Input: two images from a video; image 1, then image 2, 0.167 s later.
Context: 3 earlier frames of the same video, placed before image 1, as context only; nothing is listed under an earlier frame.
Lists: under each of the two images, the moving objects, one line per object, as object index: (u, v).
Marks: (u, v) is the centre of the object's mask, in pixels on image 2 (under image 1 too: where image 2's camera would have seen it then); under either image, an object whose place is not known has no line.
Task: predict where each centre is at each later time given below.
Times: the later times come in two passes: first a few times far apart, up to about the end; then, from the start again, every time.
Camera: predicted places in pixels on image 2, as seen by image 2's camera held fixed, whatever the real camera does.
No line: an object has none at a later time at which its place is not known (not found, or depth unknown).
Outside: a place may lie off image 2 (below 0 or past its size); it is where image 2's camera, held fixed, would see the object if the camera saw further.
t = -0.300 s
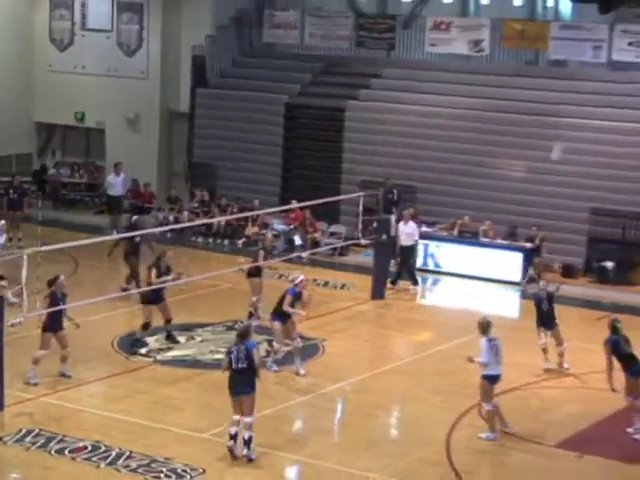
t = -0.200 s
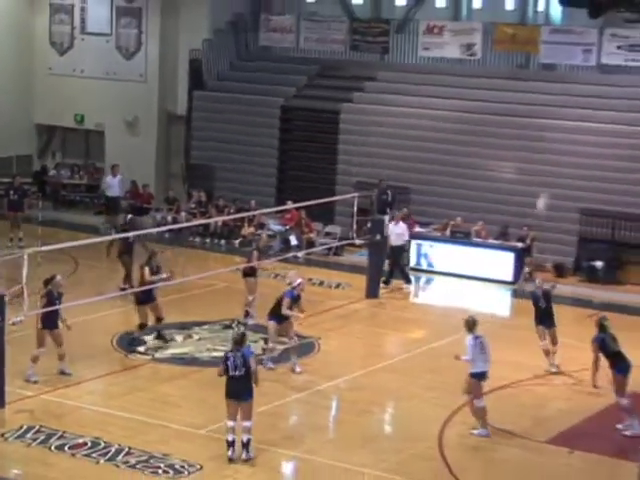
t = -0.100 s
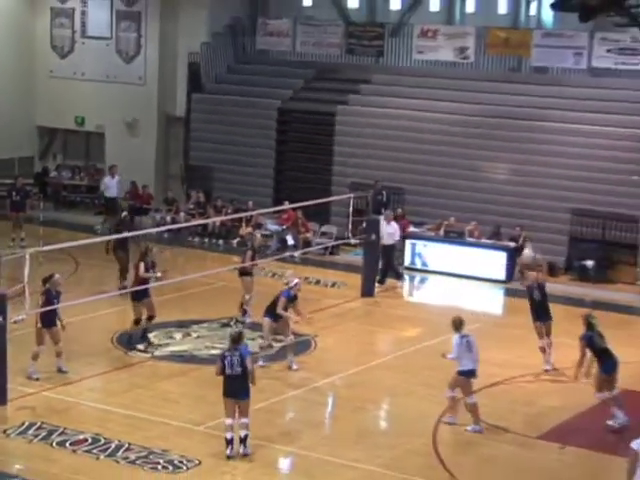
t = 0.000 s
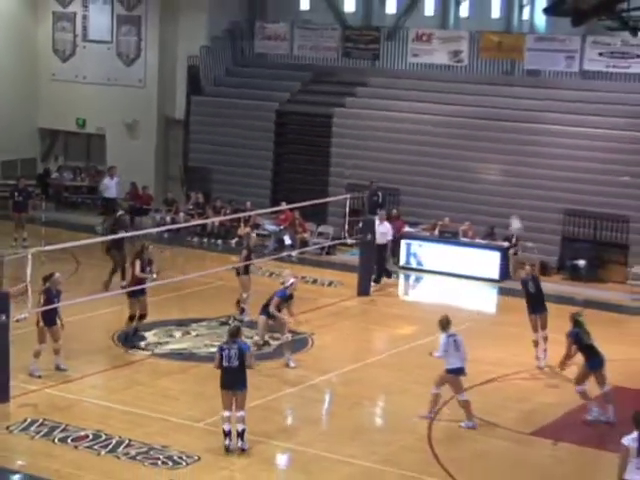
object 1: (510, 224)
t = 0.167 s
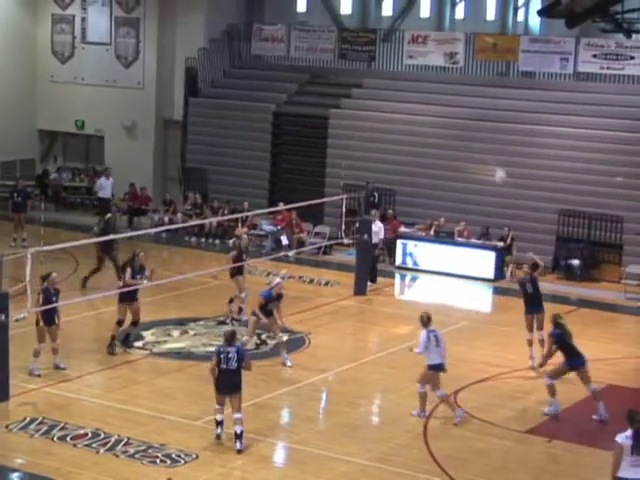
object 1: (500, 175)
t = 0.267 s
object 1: (493, 153)
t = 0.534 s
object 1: (473, 123)
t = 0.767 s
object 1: (453, 129)
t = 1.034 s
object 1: (429, 174)
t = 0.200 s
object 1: (498, 167)
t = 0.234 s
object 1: (495, 160)
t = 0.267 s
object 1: (493, 153)
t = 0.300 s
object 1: (491, 147)
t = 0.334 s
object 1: (487, 141)
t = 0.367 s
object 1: (485, 137)
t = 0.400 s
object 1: (484, 133)
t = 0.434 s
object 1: (481, 129)
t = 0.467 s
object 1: (477, 126)
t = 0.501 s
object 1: (475, 124)
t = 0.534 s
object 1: (473, 123)
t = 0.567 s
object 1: (471, 122)
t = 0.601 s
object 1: (468, 122)
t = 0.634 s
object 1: (466, 121)
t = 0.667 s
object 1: (463, 122)
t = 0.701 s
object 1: (459, 124)
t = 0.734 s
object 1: (456, 125)
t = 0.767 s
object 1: (453, 129)
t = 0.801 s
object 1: (451, 132)
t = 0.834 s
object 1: (448, 135)
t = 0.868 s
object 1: (445, 141)
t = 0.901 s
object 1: (442, 145)
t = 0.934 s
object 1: (439, 152)
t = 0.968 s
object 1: (436, 159)
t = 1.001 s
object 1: (433, 166)
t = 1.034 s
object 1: (429, 174)
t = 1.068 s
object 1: (427, 183)
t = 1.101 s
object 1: (424, 192)
